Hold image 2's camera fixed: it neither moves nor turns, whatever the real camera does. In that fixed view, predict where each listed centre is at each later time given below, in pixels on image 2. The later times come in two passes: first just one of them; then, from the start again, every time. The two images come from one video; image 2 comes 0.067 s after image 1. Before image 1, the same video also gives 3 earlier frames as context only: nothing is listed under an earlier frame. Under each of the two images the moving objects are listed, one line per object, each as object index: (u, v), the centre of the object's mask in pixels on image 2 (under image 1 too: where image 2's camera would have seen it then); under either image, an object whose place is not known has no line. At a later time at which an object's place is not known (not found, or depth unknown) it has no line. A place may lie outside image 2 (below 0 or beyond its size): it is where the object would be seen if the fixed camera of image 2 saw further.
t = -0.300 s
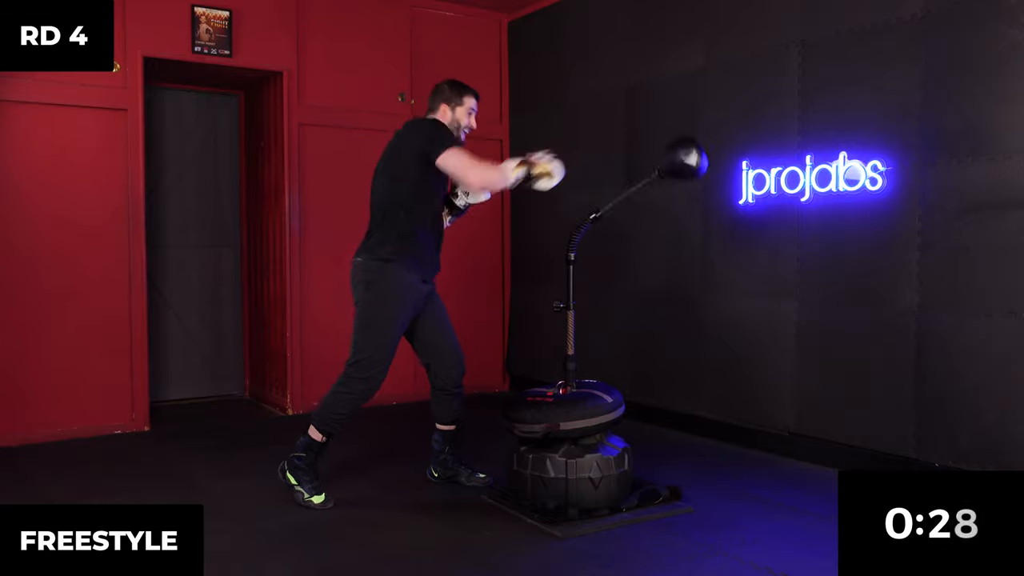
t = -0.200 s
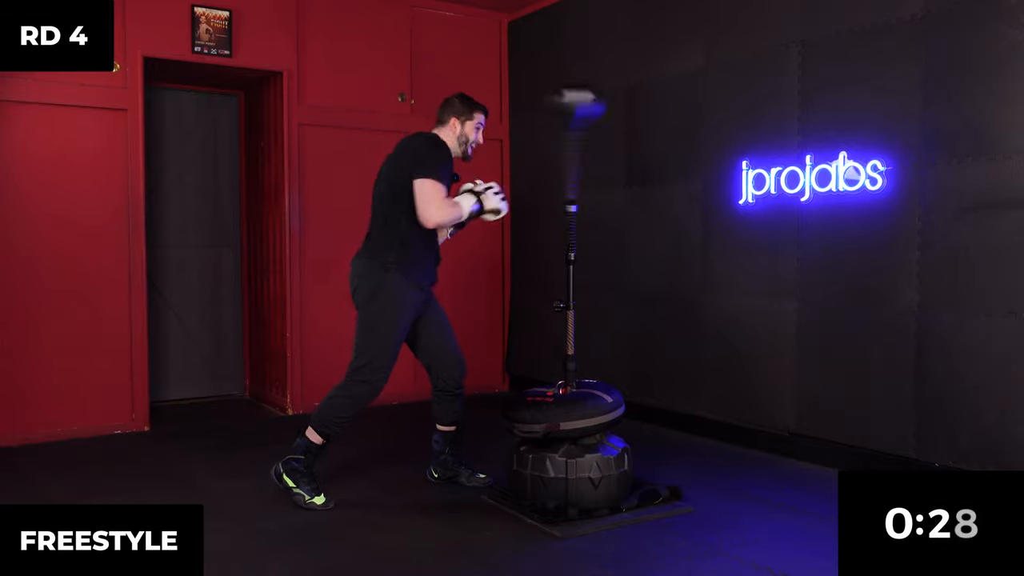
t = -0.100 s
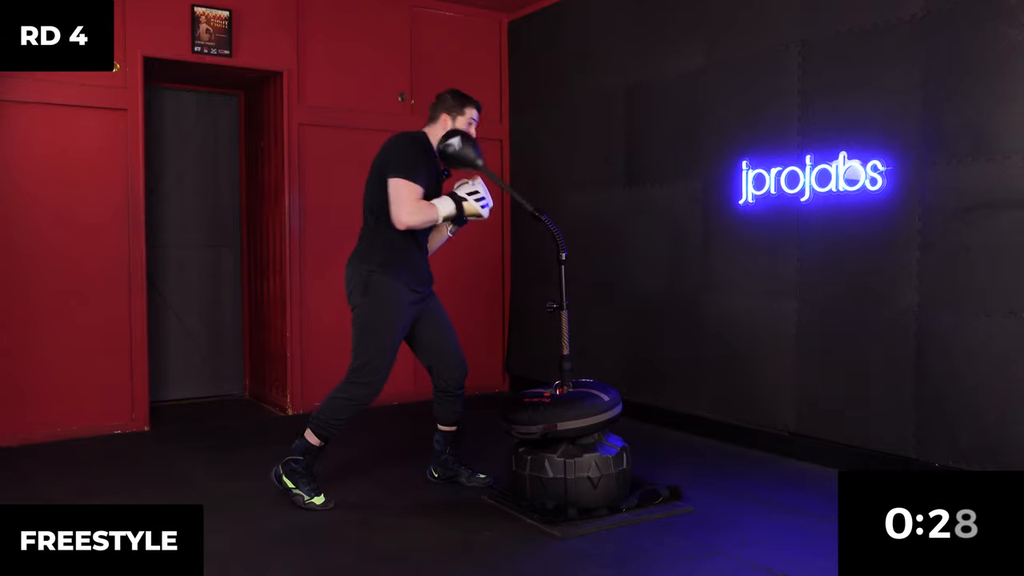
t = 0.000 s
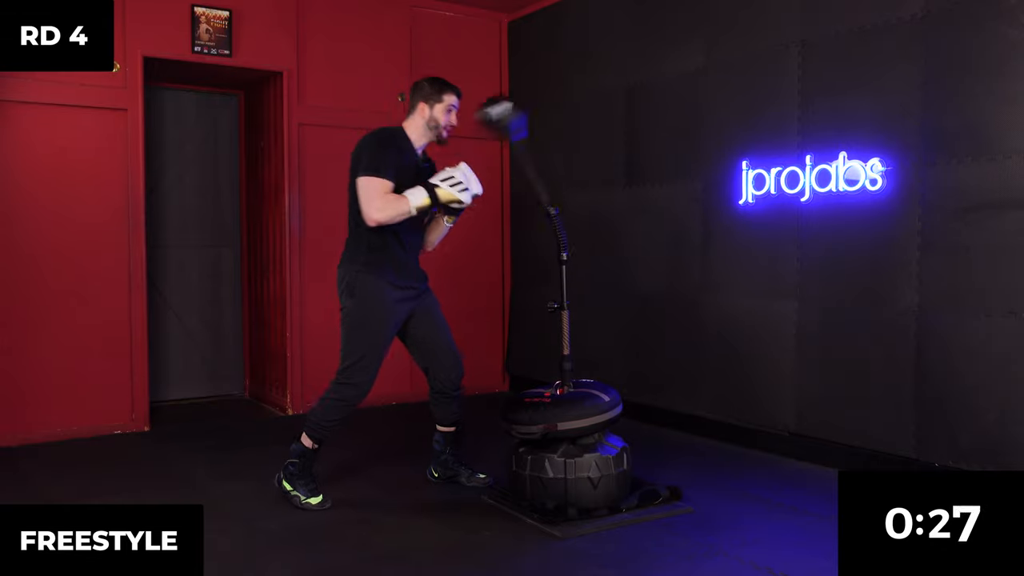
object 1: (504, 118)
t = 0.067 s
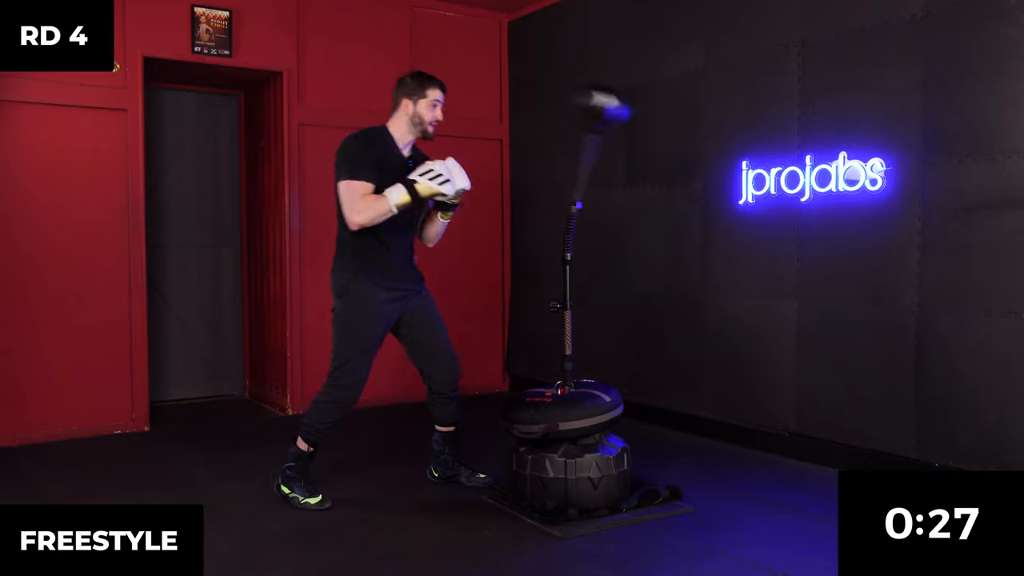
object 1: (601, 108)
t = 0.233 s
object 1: (637, 121)
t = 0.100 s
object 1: (644, 122)
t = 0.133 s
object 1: (667, 138)
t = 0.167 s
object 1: (669, 144)
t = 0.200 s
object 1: (660, 135)
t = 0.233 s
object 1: (637, 121)
